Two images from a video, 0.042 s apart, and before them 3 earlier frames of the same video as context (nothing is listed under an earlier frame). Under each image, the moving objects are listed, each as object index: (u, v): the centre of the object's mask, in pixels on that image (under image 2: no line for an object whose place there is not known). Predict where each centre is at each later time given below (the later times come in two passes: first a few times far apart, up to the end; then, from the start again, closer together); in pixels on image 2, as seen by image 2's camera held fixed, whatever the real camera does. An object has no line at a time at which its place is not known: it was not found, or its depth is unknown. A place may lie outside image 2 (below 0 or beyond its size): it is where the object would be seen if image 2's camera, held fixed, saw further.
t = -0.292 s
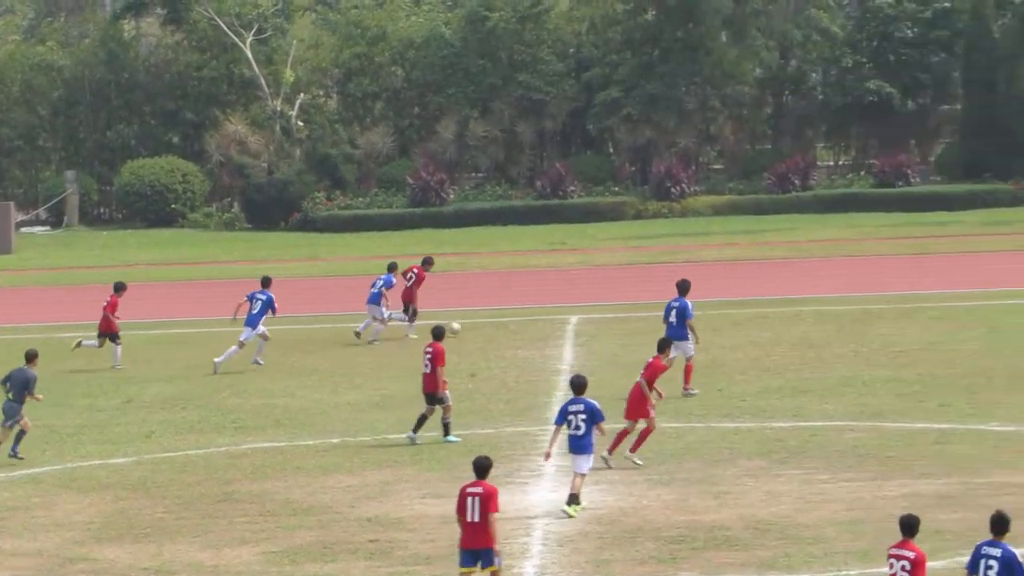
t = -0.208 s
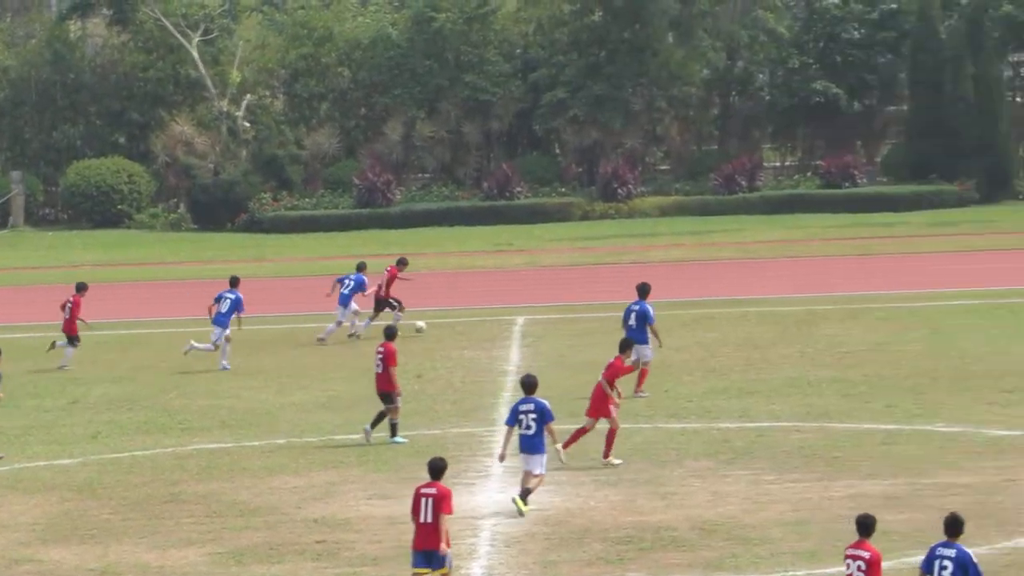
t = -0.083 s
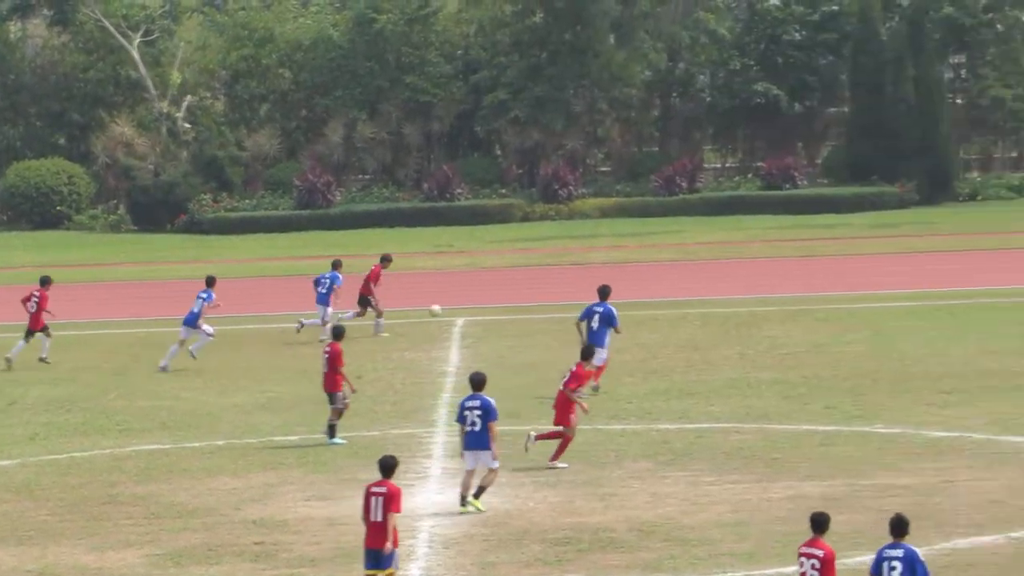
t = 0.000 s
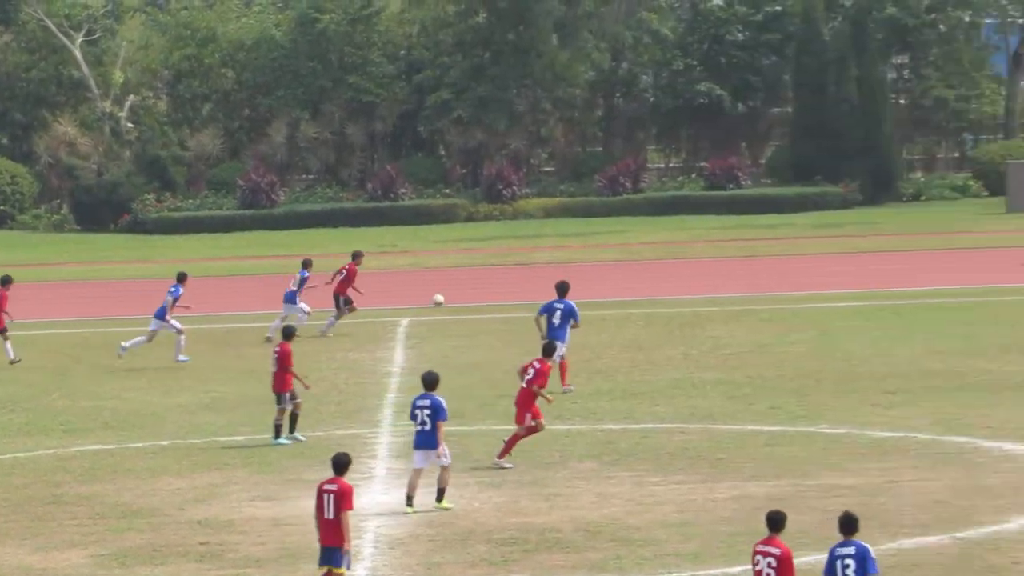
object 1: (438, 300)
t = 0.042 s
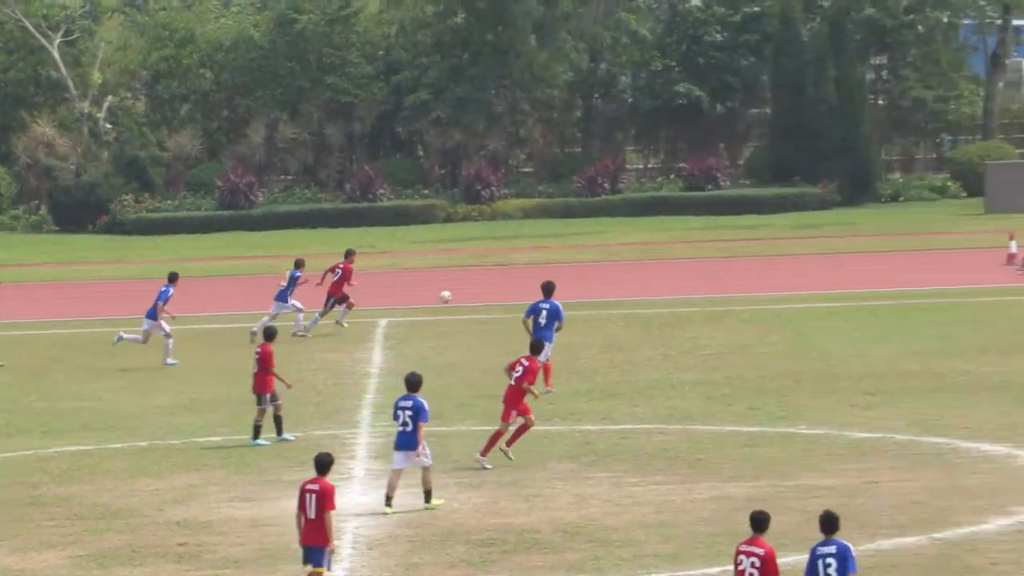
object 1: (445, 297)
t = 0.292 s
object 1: (612, 292)
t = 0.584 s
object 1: (785, 312)
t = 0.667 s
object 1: (818, 307)
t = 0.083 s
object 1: (474, 294)
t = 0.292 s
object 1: (612, 292)
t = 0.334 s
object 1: (640, 295)
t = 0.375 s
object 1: (666, 298)
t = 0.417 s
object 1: (692, 303)
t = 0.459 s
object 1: (719, 308)
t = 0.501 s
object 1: (745, 314)
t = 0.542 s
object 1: (767, 317)
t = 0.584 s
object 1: (785, 312)
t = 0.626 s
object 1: (801, 308)
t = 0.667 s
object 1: (818, 307)
